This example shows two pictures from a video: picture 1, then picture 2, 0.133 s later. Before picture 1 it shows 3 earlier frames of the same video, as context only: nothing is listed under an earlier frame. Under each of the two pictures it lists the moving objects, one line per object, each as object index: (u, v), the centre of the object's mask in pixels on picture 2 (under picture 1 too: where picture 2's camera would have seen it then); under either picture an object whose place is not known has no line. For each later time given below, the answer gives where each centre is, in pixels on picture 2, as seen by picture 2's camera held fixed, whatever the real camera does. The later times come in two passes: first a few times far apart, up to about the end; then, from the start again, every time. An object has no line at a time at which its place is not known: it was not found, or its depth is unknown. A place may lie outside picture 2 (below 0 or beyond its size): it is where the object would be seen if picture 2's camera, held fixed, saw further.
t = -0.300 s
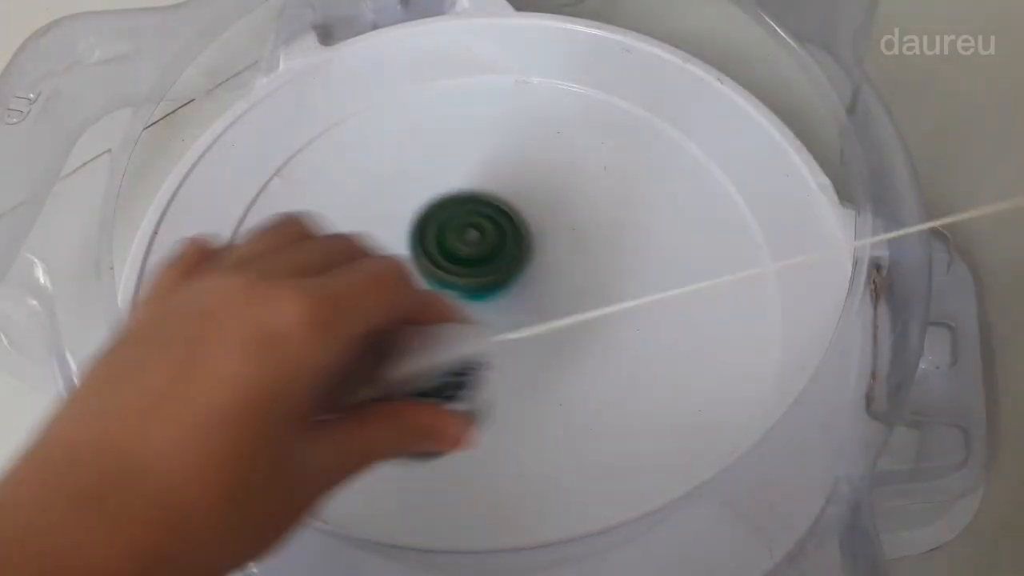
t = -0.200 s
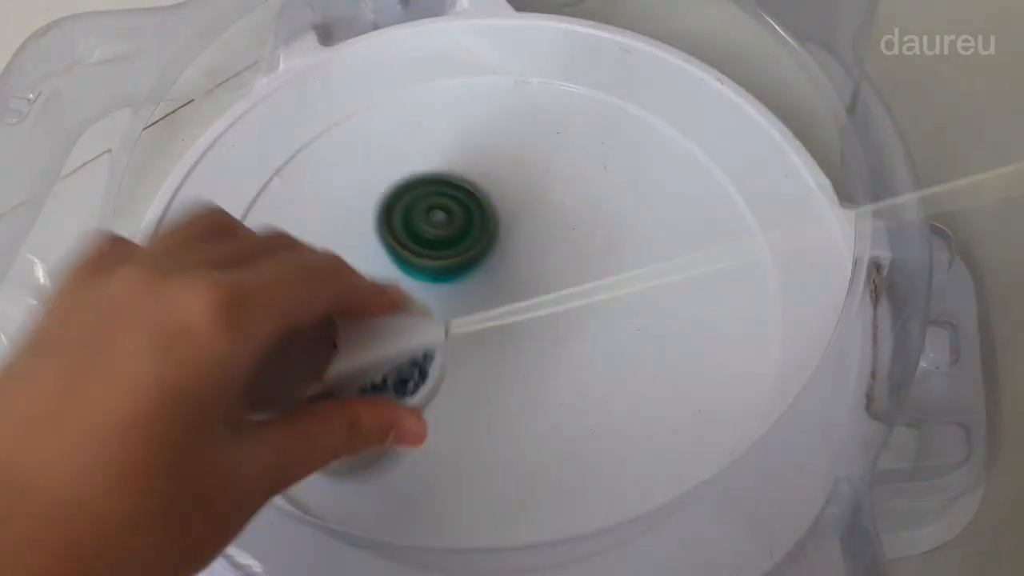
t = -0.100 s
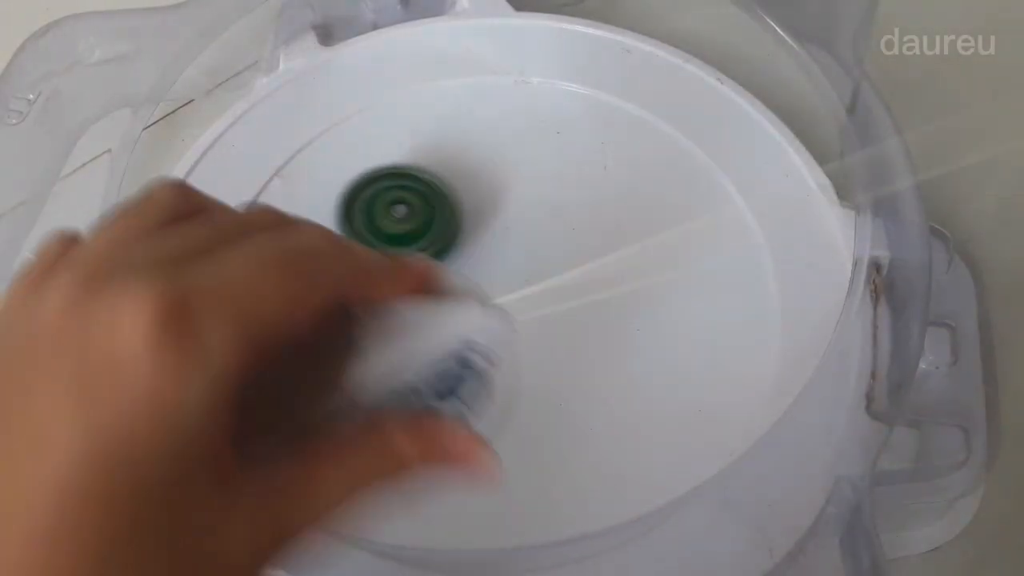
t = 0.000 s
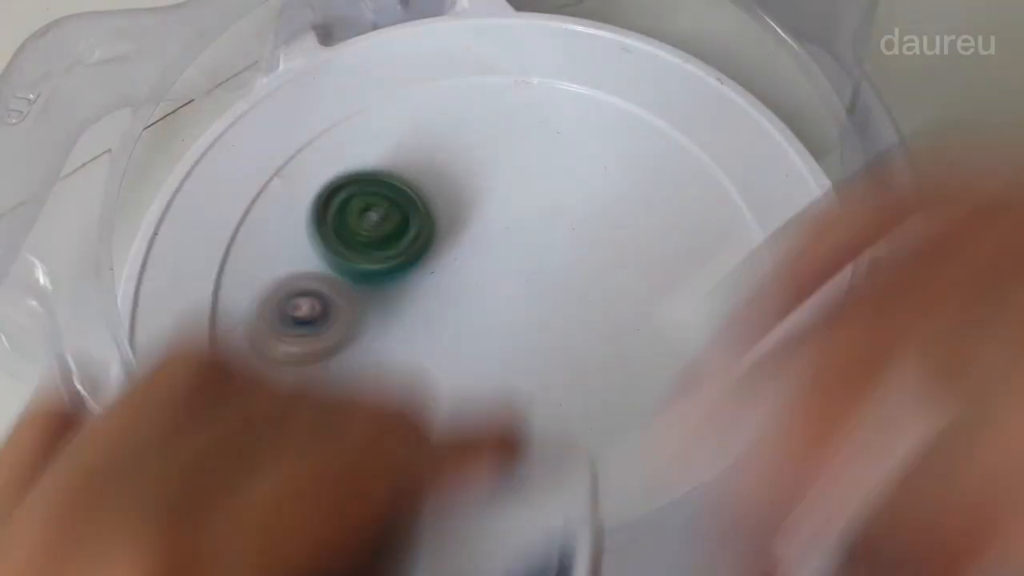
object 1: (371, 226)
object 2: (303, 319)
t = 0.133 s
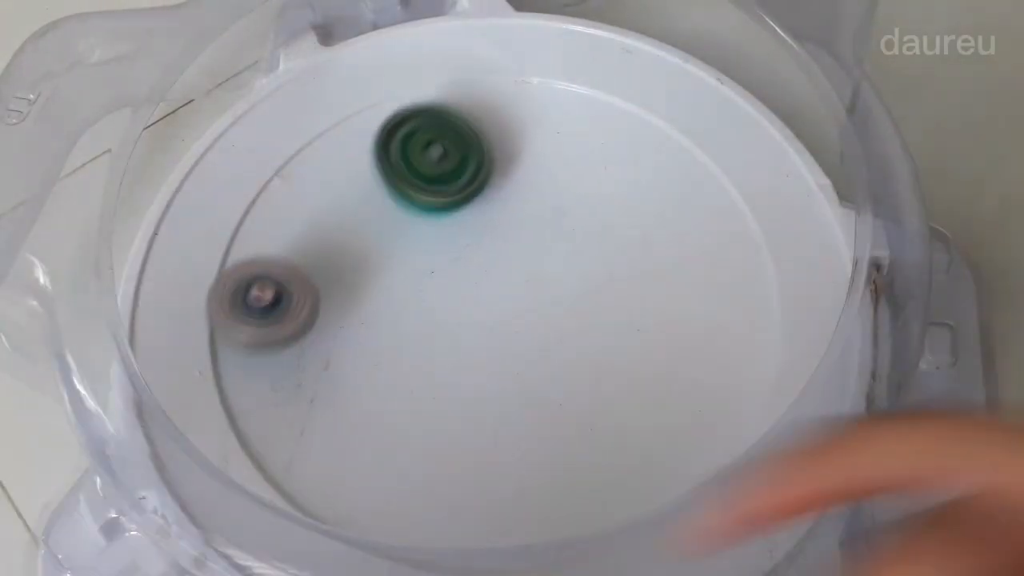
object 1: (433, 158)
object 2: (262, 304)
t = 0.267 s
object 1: (460, 122)
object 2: (336, 247)
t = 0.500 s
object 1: (503, 130)
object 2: (518, 267)
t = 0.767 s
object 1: (576, 208)
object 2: (636, 396)
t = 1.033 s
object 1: (638, 284)
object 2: (482, 401)
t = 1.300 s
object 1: (628, 353)
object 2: (489, 227)
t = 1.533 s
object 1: (555, 383)
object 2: (603, 149)
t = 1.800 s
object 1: (453, 376)
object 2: (602, 272)
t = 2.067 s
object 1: (329, 352)
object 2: (440, 297)
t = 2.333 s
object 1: (224, 364)
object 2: (568, 241)
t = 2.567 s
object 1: (350, 294)
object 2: (533, 341)
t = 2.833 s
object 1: (435, 160)
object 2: (405, 301)
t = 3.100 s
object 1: (506, 130)
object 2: (514, 262)
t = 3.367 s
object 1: (576, 209)
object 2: (501, 370)
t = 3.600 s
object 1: (648, 286)
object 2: (425, 291)
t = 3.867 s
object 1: (640, 311)
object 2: (557, 235)
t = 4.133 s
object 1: (534, 370)
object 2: (559, 265)
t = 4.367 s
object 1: (388, 384)
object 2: (536, 187)
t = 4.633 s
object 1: (333, 305)
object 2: (554, 246)
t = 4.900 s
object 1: (241, 178)
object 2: (601, 382)
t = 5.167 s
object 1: (288, 116)
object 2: (659, 421)
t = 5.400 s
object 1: (489, 181)
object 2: (502, 296)
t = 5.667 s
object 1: (696, 183)
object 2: (472, 252)
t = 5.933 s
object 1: (654, 276)
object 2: (518, 135)
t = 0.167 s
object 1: (441, 146)
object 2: (272, 287)
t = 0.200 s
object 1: (448, 137)
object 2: (289, 270)
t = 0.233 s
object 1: (454, 128)
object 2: (312, 255)
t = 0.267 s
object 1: (460, 122)
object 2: (336, 247)
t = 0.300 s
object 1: (466, 118)
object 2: (359, 242)
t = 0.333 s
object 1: (472, 115)
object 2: (390, 240)
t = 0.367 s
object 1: (477, 115)
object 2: (419, 240)
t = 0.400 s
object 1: (483, 116)
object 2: (446, 244)
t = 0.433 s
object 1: (490, 119)
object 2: (469, 250)
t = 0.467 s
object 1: (496, 124)
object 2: (495, 258)
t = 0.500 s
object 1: (503, 130)
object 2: (518, 267)
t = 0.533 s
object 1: (510, 138)
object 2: (544, 278)
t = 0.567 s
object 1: (518, 146)
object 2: (564, 290)
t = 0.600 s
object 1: (526, 156)
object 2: (580, 304)
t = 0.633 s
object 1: (535, 165)
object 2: (601, 320)
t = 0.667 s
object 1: (545, 176)
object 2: (615, 337)
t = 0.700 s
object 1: (554, 187)
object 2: (626, 355)
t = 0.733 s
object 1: (565, 198)
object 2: (634, 375)
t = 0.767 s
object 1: (576, 208)
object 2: (636, 396)
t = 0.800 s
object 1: (587, 218)
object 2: (632, 415)
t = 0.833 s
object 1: (597, 227)
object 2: (618, 434)
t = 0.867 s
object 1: (607, 236)
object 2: (598, 446)
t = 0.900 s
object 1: (616, 245)
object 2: (572, 451)
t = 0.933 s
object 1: (624, 255)
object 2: (545, 448)
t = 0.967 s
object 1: (630, 264)
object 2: (519, 437)
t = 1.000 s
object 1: (634, 274)
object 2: (497, 421)
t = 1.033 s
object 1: (638, 284)
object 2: (482, 401)
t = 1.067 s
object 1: (641, 294)
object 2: (471, 378)
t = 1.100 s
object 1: (643, 303)
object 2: (464, 356)
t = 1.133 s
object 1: (643, 312)
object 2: (461, 333)
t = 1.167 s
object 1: (643, 321)
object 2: (461, 310)
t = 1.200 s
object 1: (641, 330)
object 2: (465, 288)
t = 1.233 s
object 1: (638, 338)
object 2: (472, 265)
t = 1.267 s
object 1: (634, 346)
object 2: (479, 246)
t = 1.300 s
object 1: (628, 353)
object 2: (489, 227)
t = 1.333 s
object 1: (621, 360)
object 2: (501, 209)
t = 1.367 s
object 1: (612, 365)
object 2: (513, 193)
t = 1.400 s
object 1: (602, 370)
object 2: (529, 179)
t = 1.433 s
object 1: (591, 374)
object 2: (547, 165)
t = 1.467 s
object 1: (580, 377)
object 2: (564, 156)
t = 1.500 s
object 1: (567, 381)
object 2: (580, 151)
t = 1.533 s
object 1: (555, 383)
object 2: (603, 149)
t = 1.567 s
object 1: (542, 385)
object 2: (622, 154)
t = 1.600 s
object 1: (529, 387)
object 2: (637, 164)
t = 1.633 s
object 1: (516, 388)
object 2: (649, 179)
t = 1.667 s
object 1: (503, 387)
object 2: (653, 197)
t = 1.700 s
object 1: (490, 386)
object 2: (648, 217)
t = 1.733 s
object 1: (477, 384)
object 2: (638, 238)
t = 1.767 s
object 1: (465, 380)
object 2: (619, 258)
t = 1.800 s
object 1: (453, 376)
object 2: (602, 272)
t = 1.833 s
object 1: (441, 370)
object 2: (577, 287)
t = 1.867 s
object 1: (430, 364)
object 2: (553, 298)
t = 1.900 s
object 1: (418, 358)
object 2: (528, 307)
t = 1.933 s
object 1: (395, 357)
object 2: (516, 307)
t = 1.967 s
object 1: (373, 356)
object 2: (501, 307)
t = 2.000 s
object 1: (355, 356)
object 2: (482, 306)
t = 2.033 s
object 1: (341, 354)
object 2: (460, 304)
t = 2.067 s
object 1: (329, 352)
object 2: (440, 297)
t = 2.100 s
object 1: (297, 356)
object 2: (442, 278)
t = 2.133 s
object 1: (259, 361)
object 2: (457, 257)
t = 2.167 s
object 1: (233, 366)
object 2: (475, 243)
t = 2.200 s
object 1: (220, 369)
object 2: (494, 234)
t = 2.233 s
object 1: (218, 371)
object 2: (514, 229)
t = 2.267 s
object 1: (217, 371)
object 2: (534, 229)
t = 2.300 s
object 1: (219, 369)
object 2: (554, 232)
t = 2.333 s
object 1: (224, 364)
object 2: (568, 241)
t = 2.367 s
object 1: (236, 360)
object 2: (579, 254)
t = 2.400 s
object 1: (254, 351)
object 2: (586, 270)
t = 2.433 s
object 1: (274, 341)
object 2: (587, 287)
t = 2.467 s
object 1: (294, 331)
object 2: (582, 304)
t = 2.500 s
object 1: (312, 320)
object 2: (570, 320)
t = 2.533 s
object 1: (332, 307)
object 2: (555, 332)
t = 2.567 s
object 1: (350, 294)
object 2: (533, 341)
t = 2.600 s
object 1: (368, 280)
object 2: (512, 346)
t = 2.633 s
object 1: (383, 266)
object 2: (489, 346)
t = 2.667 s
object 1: (397, 250)
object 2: (466, 341)
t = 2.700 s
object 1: (409, 228)
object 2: (449, 338)
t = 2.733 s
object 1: (417, 207)
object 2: (434, 334)
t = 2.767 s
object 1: (423, 188)
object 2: (420, 326)
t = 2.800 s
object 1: (429, 172)
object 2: (410, 315)
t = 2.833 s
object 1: (435, 160)
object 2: (405, 301)
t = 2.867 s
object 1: (442, 148)
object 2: (407, 286)
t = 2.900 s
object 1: (450, 140)
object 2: (414, 272)
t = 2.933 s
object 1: (458, 134)
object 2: (426, 261)
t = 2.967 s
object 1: (467, 129)
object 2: (441, 253)
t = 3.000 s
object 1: (476, 126)
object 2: (459, 249)
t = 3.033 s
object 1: (485, 126)
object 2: (479, 249)
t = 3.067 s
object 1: (495, 127)
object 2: (497, 254)
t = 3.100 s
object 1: (506, 130)
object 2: (514, 262)
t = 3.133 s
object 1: (515, 135)
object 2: (529, 272)
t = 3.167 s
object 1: (525, 141)
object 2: (540, 286)
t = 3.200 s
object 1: (534, 150)
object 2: (546, 302)
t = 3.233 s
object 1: (544, 160)
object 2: (548, 320)
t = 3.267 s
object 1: (555, 173)
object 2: (543, 337)
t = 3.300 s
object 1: (564, 187)
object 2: (535, 351)
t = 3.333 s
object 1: (570, 198)
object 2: (520, 363)
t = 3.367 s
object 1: (576, 209)
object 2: (501, 370)
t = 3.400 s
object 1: (585, 219)
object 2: (481, 371)
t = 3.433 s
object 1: (595, 231)
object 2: (461, 367)
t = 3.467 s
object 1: (607, 242)
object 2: (444, 357)
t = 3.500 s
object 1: (618, 255)
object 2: (431, 343)
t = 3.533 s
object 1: (629, 267)
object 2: (423, 327)
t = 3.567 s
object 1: (638, 277)
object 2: (422, 309)
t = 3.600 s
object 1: (648, 286)
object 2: (425, 291)
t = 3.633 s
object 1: (655, 294)
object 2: (434, 274)
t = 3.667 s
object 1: (660, 300)
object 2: (446, 260)
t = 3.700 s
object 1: (662, 303)
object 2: (461, 247)
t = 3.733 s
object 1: (663, 306)
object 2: (479, 238)
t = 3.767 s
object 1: (661, 308)
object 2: (498, 232)
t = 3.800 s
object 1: (657, 309)
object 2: (518, 230)
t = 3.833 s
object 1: (650, 310)
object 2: (538, 230)
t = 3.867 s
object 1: (640, 311)
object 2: (557, 235)
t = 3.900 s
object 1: (637, 323)
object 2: (564, 231)
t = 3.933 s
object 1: (630, 336)
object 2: (569, 229)
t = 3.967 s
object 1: (619, 348)
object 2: (575, 231)
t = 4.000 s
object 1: (605, 356)
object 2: (579, 235)
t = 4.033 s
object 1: (590, 362)
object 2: (580, 242)
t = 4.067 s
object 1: (572, 366)
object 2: (578, 249)
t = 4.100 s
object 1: (553, 368)
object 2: (570, 257)
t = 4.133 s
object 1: (534, 370)
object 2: (559, 265)
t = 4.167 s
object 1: (511, 381)
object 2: (548, 258)
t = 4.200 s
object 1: (488, 389)
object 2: (536, 246)
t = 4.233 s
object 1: (467, 394)
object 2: (530, 234)
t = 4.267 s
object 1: (447, 396)
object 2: (528, 221)
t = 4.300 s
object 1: (427, 394)
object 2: (528, 208)
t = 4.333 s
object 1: (407, 390)
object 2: (531, 197)
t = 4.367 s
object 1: (388, 384)
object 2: (536, 187)
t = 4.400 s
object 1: (371, 375)
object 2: (542, 181)
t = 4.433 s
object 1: (357, 365)
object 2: (552, 178)
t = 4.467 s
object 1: (346, 353)
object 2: (564, 180)
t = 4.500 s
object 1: (339, 342)
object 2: (573, 185)
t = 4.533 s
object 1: (336, 330)
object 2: (575, 196)
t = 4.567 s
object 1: (334, 322)
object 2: (571, 212)
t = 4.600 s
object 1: (333, 313)
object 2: (564, 228)
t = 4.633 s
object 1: (333, 305)
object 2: (554, 246)
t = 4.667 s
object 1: (331, 298)
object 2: (537, 263)
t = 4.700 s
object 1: (329, 289)
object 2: (521, 273)
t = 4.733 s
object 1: (329, 281)
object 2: (502, 283)
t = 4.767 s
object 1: (330, 274)
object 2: (480, 292)
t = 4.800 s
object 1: (334, 266)
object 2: (461, 298)
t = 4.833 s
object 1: (319, 247)
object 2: (480, 318)
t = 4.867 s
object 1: (273, 209)
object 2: (546, 354)
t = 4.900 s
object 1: (241, 178)
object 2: (601, 382)
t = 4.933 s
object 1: (228, 158)
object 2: (651, 406)
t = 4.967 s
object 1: (222, 148)
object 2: (686, 423)
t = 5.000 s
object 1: (219, 135)
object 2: (716, 439)
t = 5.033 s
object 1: (224, 130)
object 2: (727, 445)
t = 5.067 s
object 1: (235, 123)
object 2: (720, 446)
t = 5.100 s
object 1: (250, 119)
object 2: (697, 437)
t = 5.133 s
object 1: (268, 118)
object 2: (683, 432)
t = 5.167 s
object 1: (288, 116)
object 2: (659, 421)
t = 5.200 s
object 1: (312, 116)
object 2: (633, 407)
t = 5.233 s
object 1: (340, 124)
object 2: (605, 392)
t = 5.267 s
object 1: (369, 132)
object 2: (578, 373)
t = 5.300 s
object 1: (401, 146)
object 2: (556, 354)
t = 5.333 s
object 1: (429, 158)
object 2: (535, 333)
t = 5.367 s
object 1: (460, 171)
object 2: (517, 314)
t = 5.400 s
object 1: (489, 181)
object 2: (502, 296)
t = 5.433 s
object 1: (521, 186)
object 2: (489, 288)
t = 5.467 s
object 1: (555, 183)
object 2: (477, 290)
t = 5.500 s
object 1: (588, 180)
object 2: (467, 291)
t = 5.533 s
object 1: (618, 176)
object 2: (461, 289)
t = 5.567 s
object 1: (644, 174)
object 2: (459, 285)
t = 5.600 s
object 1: (665, 178)
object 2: (461, 277)
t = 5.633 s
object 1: (684, 180)
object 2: (466, 266)
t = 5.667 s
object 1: (696, 183)
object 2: (472, 252)
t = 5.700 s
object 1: (703, 189)
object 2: (479, 237)
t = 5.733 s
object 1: (707, 198)
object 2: (484, 221)
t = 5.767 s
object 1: (707, 207)
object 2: (490, 206)
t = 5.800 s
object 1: (704, 217)
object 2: (497, 191)
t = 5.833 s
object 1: (695, 231)
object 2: (502, 176)
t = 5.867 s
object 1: (683, 243)
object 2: (507, 161)
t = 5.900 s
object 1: (670, 258)
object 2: (513, 147)
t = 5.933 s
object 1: (654, 276)
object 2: (518, 135)
